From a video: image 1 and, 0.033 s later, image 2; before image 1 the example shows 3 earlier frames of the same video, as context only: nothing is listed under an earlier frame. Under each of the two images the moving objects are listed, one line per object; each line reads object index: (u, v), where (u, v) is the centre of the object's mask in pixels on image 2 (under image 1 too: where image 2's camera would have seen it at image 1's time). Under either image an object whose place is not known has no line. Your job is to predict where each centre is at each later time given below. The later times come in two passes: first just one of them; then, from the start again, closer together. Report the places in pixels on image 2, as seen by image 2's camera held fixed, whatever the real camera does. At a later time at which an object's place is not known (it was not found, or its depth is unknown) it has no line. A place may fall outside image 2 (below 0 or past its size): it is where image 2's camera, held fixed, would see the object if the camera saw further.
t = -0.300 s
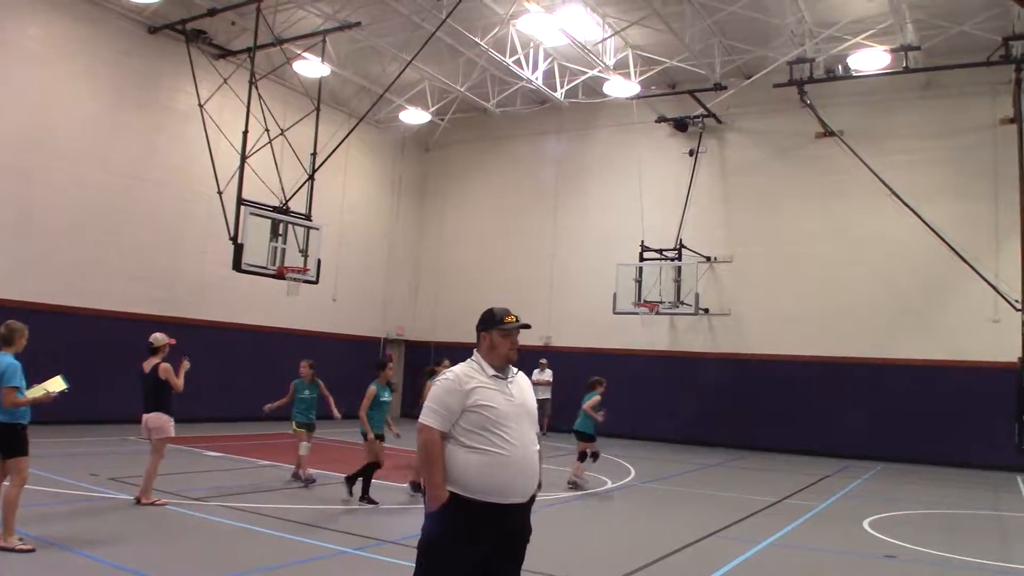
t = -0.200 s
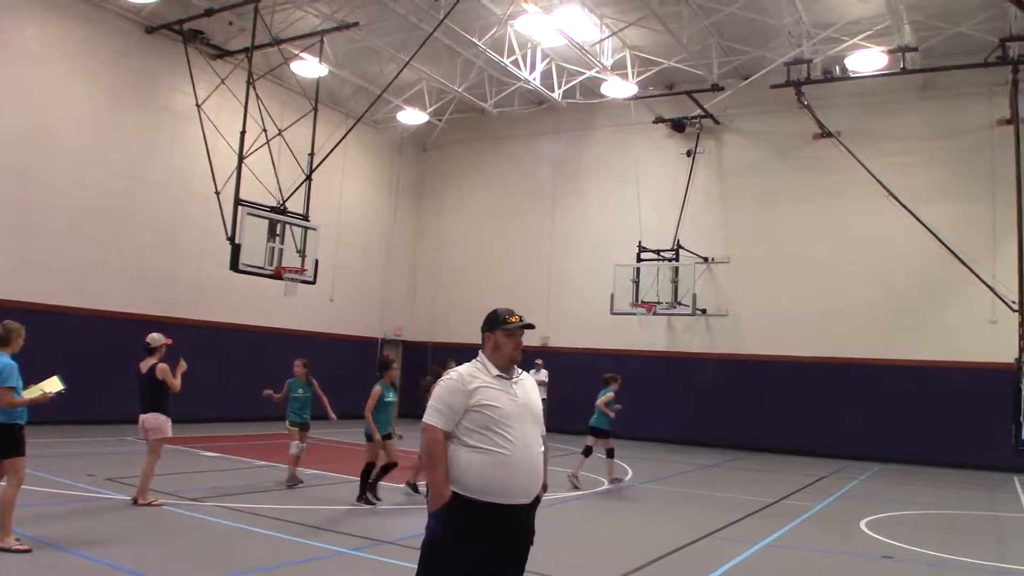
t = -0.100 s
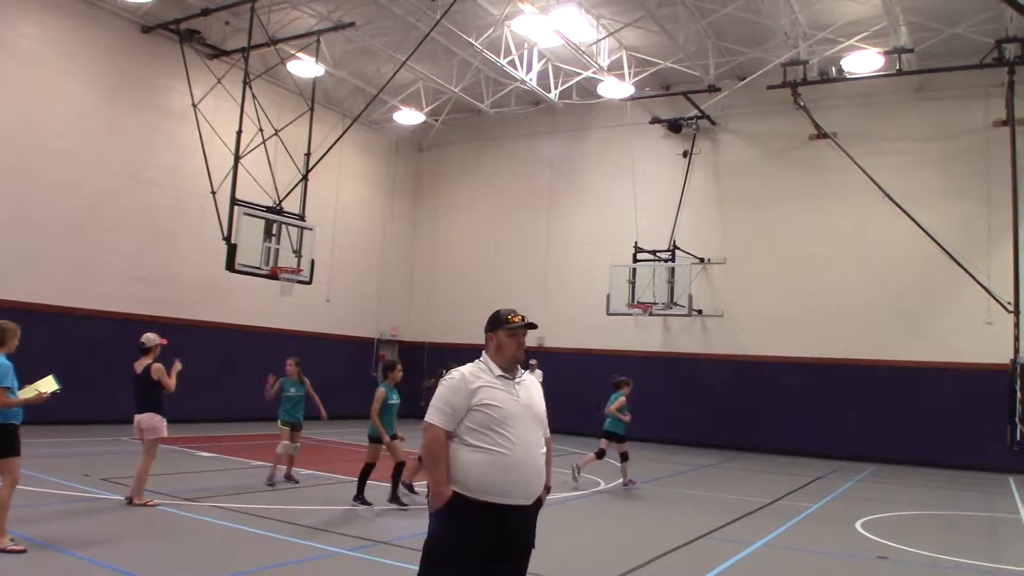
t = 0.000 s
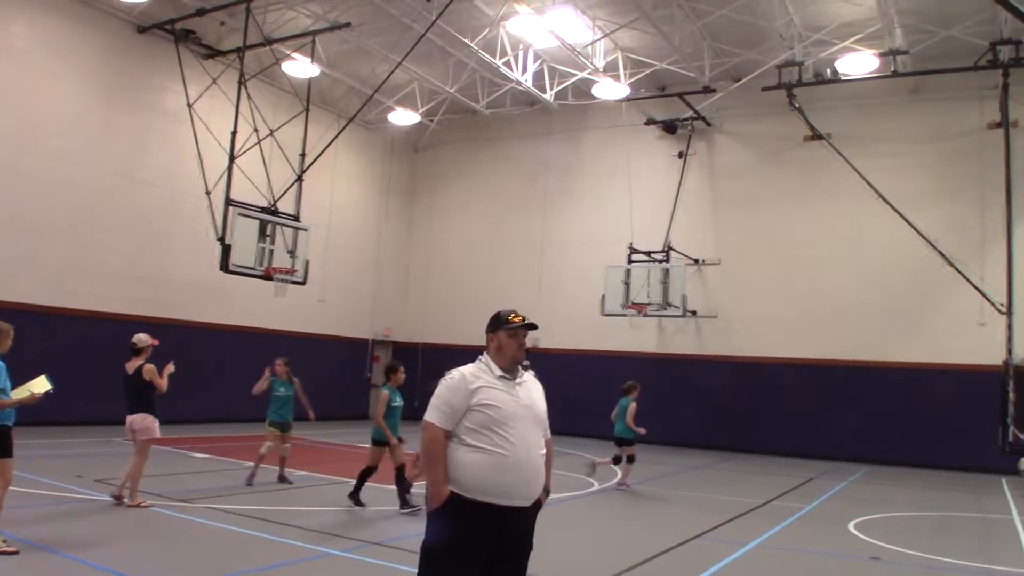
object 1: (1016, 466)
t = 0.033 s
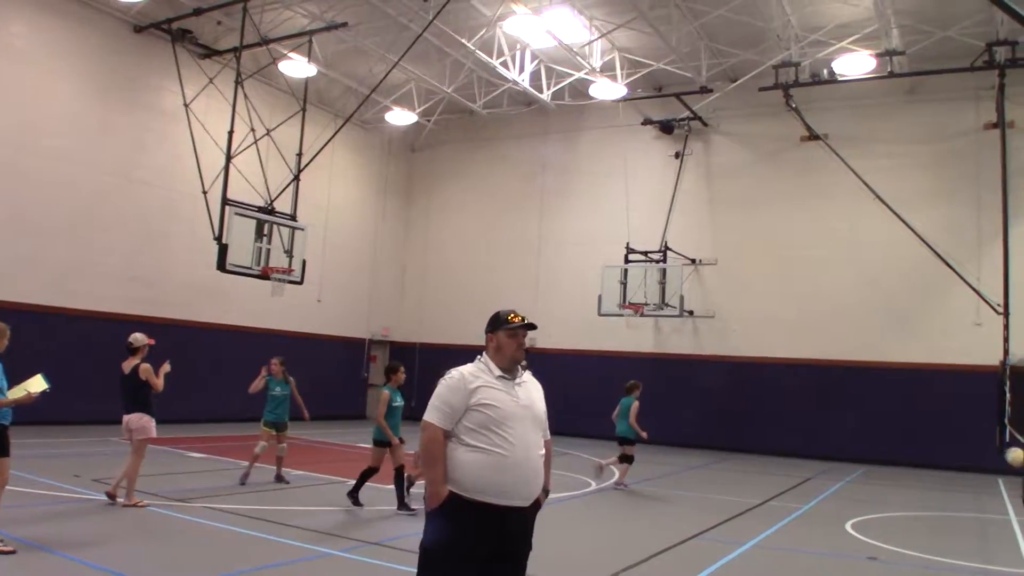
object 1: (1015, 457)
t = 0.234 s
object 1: (955, 414)
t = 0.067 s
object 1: (1007, 447)
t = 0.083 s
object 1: (1002, 443)
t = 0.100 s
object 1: (997, 439)
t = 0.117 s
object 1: (992, 435)
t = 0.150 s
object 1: (982, 428)
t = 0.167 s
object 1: (976, 425)
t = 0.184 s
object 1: (971, 422)
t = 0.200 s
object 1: (965, 419)
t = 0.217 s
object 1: (960, 417)
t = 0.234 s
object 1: (955, 414)
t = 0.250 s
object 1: (949, 412)
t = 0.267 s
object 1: (943, 410)
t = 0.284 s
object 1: (937, 409)
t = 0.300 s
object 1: (933, 408)
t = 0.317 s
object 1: (926, 406)
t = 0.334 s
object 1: (922, 406)
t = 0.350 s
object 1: (915, 405)
